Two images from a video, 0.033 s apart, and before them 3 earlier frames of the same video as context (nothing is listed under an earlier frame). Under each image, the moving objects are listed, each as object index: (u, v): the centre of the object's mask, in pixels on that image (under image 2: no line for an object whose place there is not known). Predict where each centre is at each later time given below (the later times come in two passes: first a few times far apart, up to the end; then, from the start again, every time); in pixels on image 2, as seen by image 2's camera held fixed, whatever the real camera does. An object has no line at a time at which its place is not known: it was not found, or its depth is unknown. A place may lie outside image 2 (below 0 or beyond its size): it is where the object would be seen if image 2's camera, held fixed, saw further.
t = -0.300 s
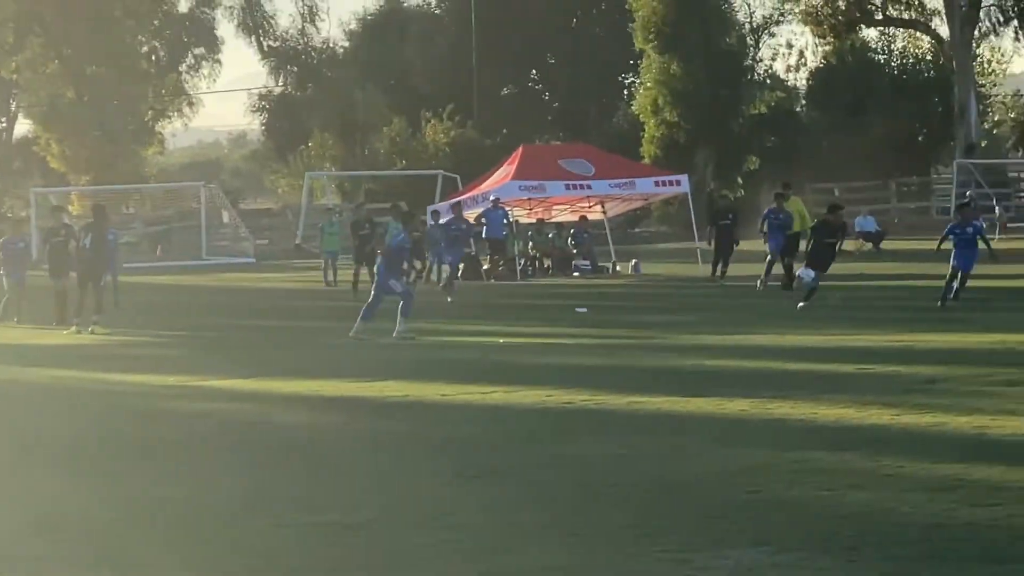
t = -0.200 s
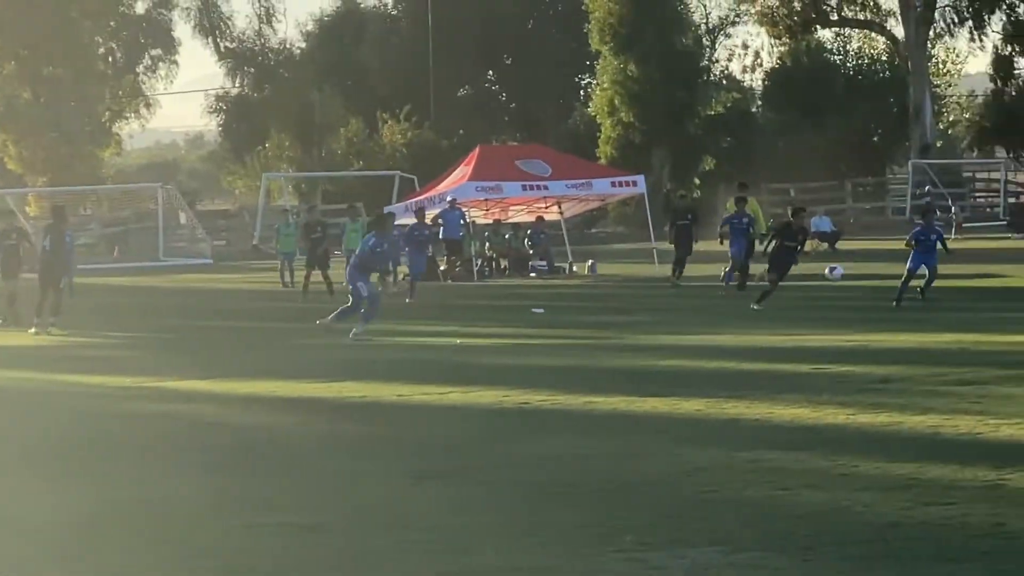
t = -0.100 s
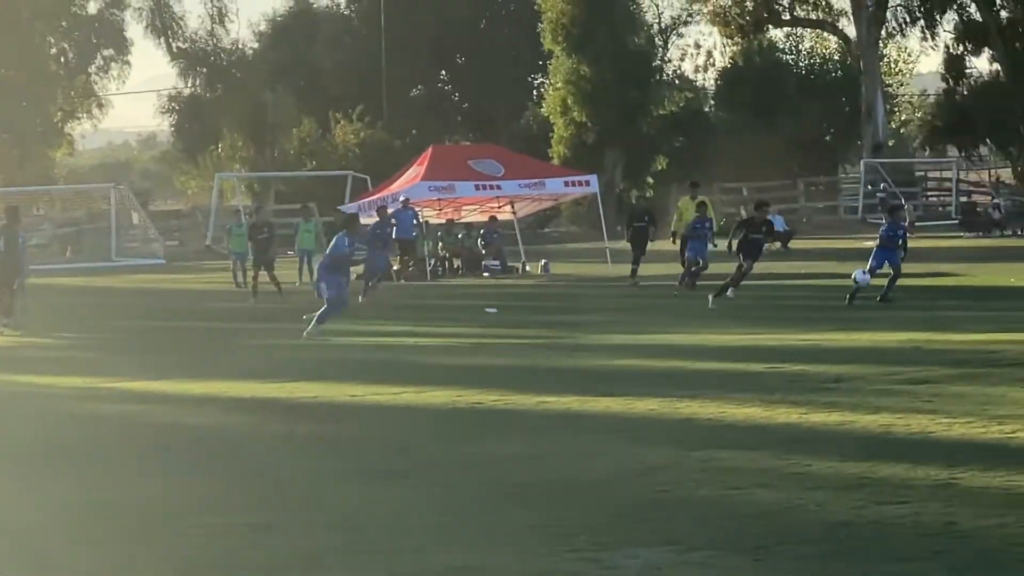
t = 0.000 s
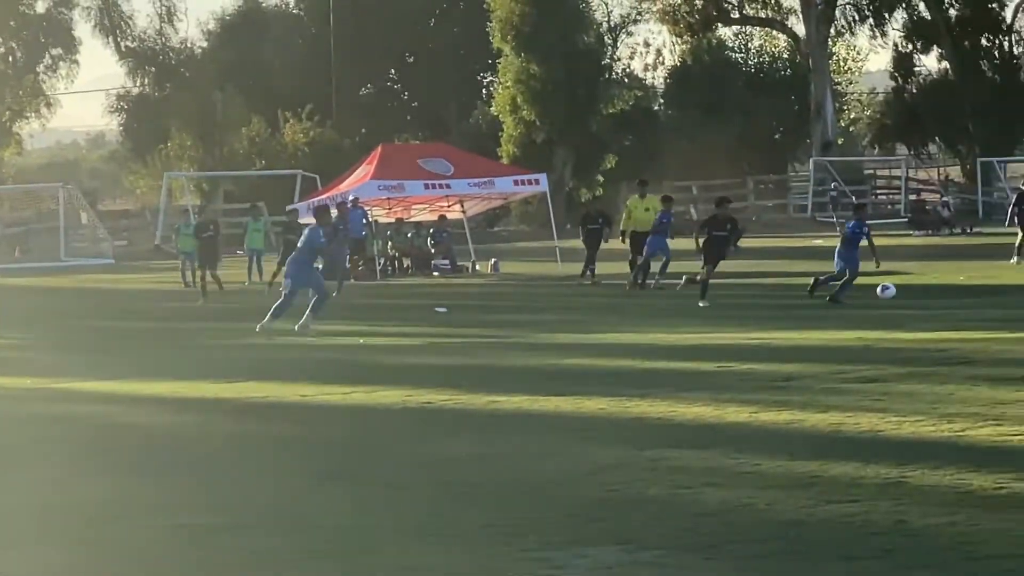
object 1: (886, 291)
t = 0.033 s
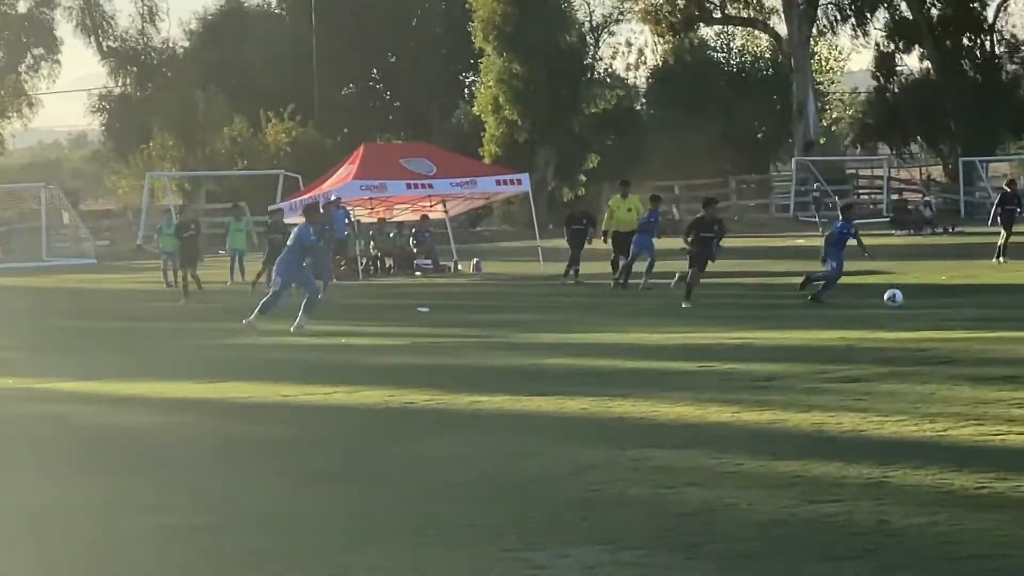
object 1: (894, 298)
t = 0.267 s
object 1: (1046, 276)
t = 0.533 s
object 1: (1232, 298)
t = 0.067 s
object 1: (918, 301)
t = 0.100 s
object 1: (939, 295)
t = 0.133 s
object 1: (960, 289)
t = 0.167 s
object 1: (981, 285)
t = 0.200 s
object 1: (1002, 279)
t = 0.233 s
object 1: (1025, 276)
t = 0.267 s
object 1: (1046, 276)
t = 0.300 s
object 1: (1069, 274)
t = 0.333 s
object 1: (1092, 275)
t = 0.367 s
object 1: (1115, 275)
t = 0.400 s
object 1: (1138, 277)
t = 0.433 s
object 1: (1162, 280)
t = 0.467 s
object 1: (1185, 286)
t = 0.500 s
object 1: (1208, 291)
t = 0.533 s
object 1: (1232, 298)
